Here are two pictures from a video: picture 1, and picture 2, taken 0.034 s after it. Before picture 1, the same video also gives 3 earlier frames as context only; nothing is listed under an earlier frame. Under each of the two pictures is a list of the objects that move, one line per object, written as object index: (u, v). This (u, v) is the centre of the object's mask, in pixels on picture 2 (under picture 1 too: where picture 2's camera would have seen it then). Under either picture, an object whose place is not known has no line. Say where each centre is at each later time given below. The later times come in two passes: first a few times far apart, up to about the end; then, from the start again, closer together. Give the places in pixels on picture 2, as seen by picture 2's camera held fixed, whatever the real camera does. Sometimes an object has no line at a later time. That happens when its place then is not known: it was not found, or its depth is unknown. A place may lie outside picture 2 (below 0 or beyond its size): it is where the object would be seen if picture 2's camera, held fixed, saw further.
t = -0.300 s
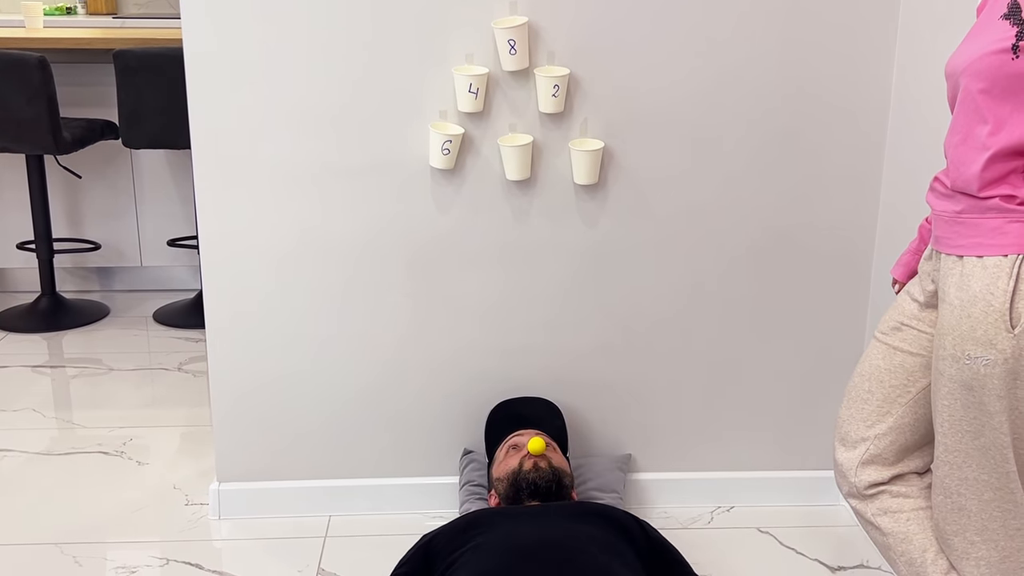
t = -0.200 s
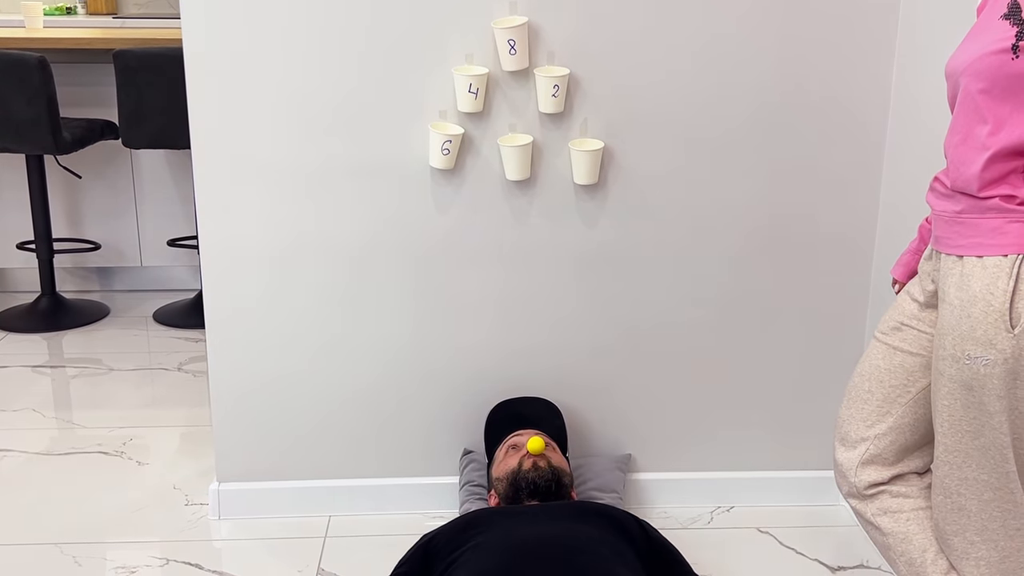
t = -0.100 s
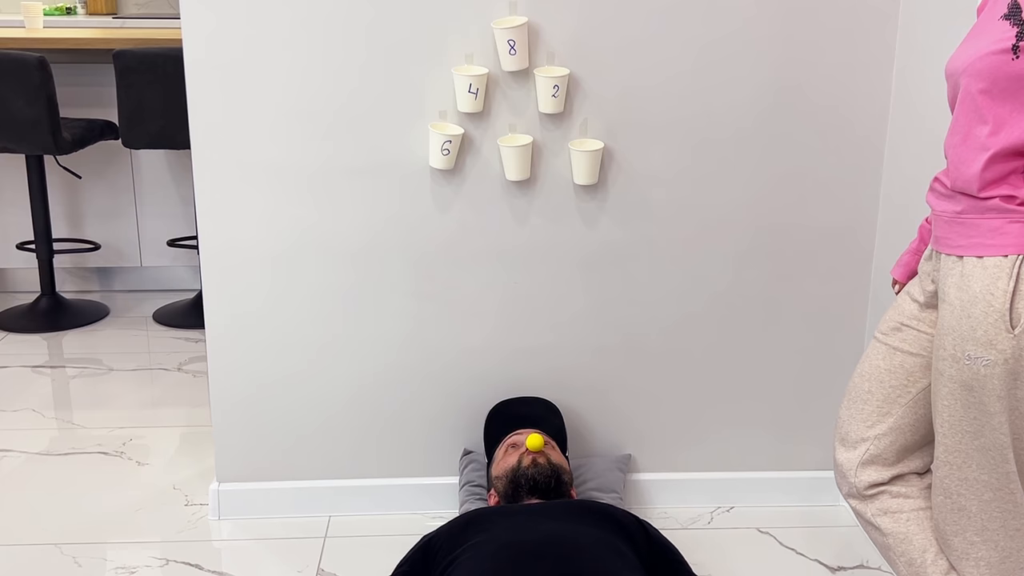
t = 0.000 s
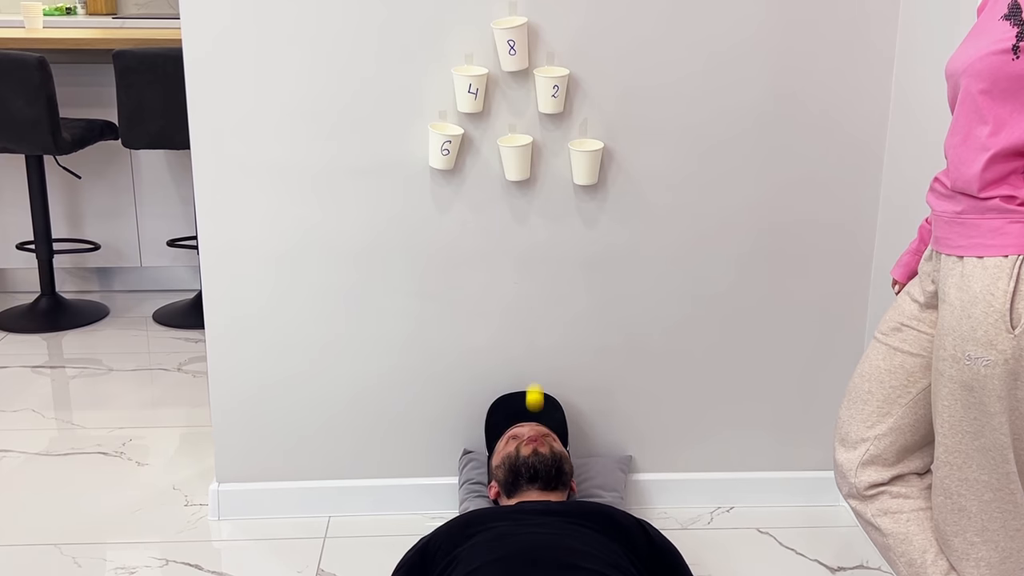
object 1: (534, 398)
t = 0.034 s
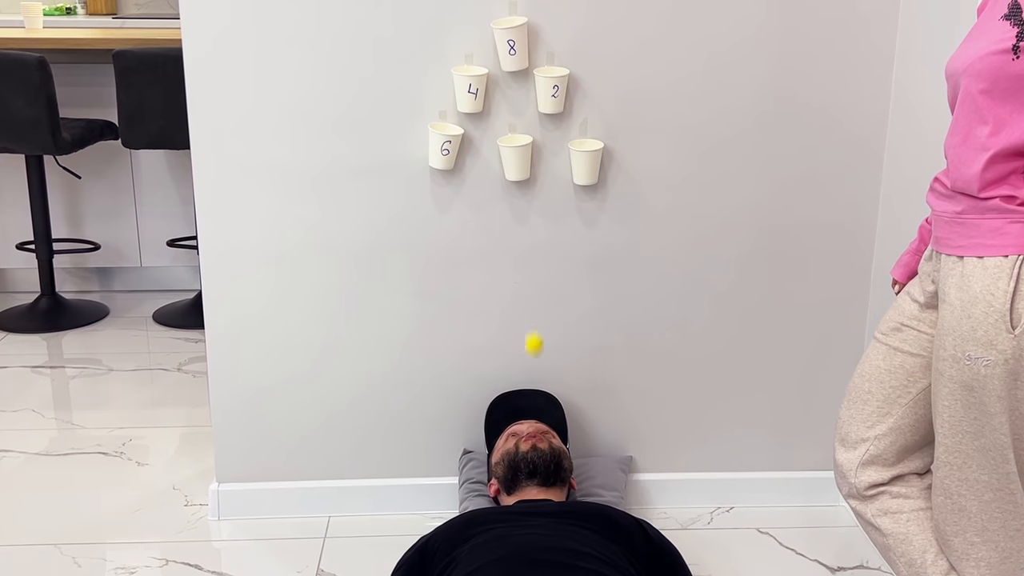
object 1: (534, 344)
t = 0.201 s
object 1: (521, 127)
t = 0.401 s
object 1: (513, 131)
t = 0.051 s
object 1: (532, 318)
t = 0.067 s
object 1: (532, 293)
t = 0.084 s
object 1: (530, 268)
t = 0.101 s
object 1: (529, 244)
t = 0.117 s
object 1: (527, 222)
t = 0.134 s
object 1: (525, 200)
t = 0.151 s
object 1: (524, 181)
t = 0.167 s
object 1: (523, 161)
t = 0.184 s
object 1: (522, 144)
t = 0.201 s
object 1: (521, 127)
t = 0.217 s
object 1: (519, 113)
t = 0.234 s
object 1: (518, 100)
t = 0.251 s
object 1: (516, 87)
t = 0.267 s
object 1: (515, 77)
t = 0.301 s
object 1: (515, 81)
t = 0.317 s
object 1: (515, 86)
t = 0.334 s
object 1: (514, 92)
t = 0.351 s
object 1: (514, 100)
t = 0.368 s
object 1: (514, 109)
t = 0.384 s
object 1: (513, 120)
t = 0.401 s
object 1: (513, 131)
